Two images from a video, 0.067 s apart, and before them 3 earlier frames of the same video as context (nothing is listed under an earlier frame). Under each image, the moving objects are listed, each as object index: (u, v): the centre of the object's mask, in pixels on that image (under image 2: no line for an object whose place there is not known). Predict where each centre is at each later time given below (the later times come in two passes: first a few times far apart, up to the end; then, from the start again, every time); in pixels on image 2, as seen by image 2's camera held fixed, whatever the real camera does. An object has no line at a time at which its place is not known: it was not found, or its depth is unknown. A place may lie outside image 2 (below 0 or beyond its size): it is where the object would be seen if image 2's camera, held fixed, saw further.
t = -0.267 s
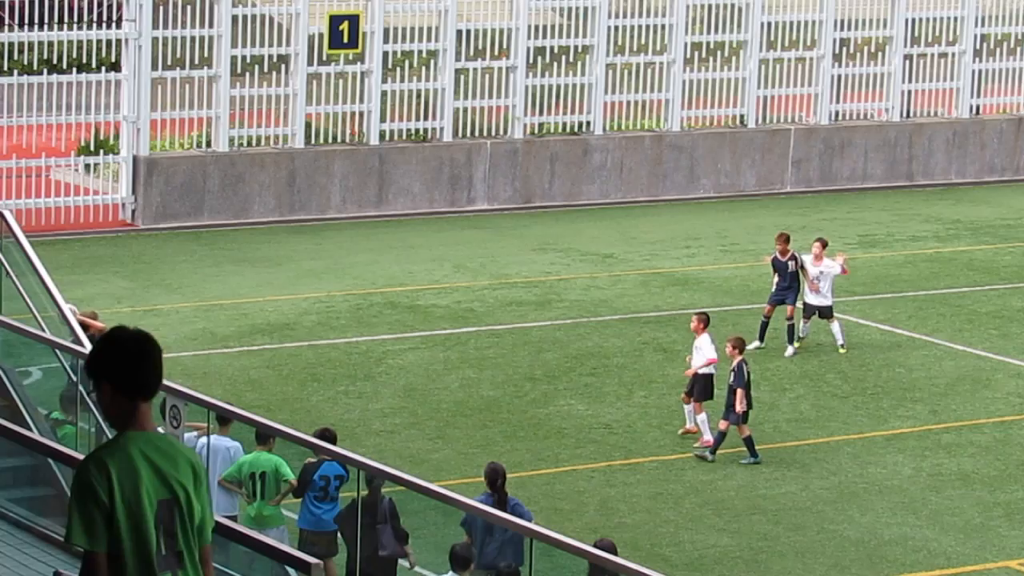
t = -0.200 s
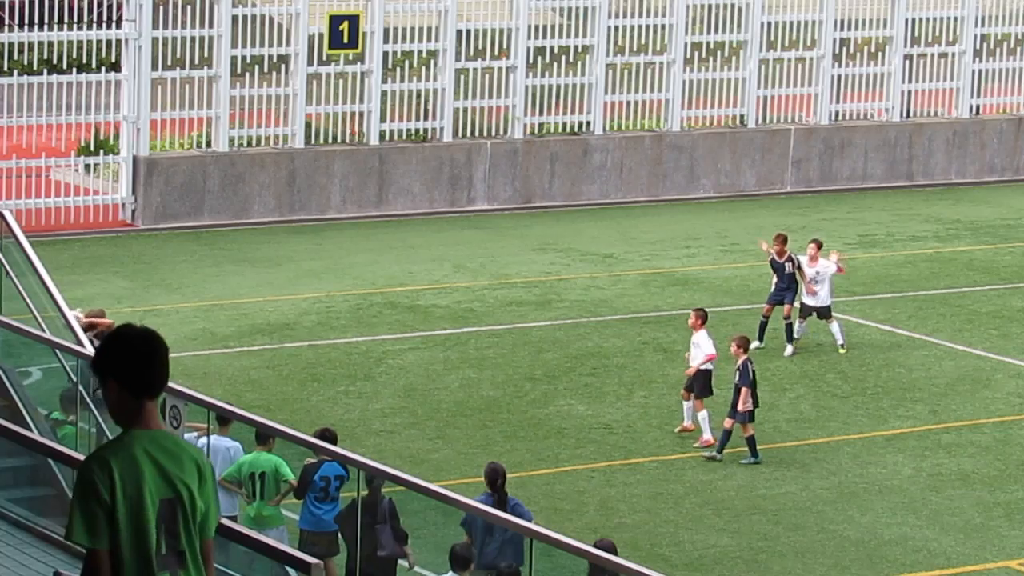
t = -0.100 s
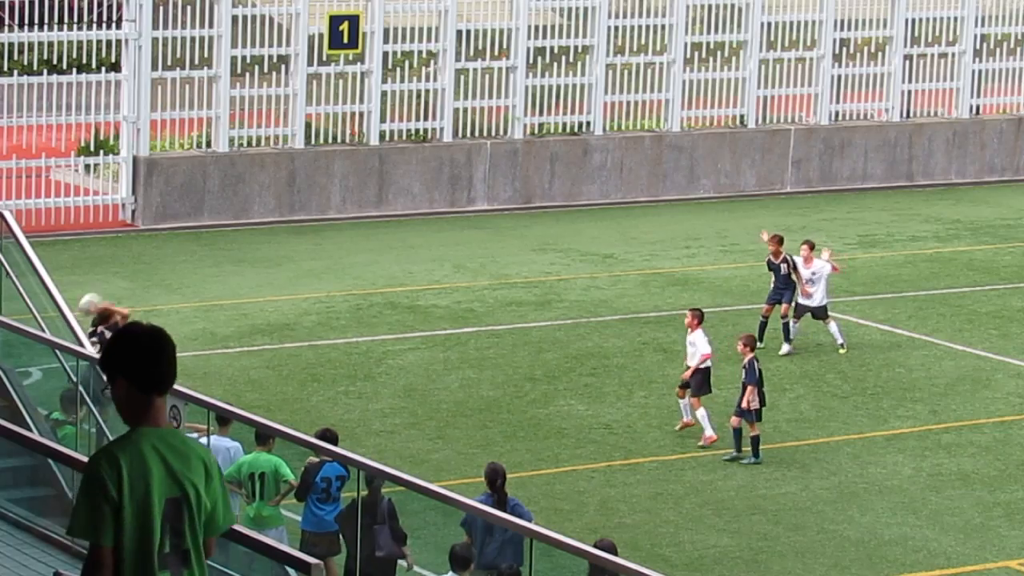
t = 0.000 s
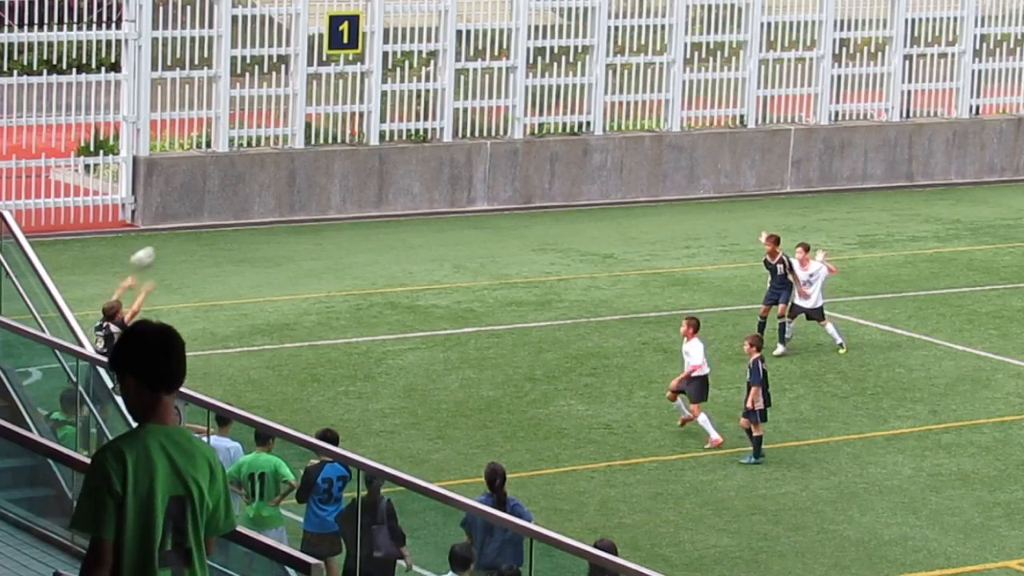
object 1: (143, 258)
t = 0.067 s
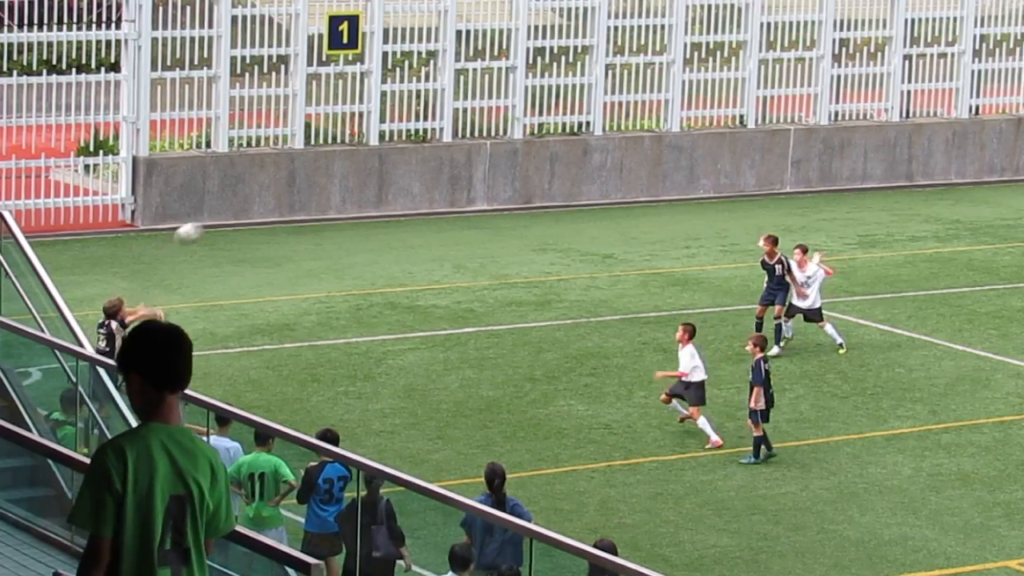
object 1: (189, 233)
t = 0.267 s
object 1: (318, 187)
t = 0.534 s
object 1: (470, 184)
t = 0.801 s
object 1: (604, 245)
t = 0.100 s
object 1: (210, 221)
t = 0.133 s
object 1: (232, 212)
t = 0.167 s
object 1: (254, 204)
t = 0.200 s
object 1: (276, 197)
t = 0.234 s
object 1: (297, 191)
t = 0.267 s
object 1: (318, 187)
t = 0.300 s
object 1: (338, 183)
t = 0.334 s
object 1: (357, 180)
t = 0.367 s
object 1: (377, 179)
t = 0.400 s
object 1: (396, 178)
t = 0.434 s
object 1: (415, 178)
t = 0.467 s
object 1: (434, 179)
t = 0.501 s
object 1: (452, 182)
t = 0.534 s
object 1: (470, 184)
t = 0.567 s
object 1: (488, 190)
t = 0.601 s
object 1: (505, 196)
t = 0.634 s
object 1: (522, 202)
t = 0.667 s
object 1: (539, 208)
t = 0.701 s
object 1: (556, 215)
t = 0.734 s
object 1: (572, 224)
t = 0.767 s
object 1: (588, 234)
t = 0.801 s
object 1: (604, 245)
